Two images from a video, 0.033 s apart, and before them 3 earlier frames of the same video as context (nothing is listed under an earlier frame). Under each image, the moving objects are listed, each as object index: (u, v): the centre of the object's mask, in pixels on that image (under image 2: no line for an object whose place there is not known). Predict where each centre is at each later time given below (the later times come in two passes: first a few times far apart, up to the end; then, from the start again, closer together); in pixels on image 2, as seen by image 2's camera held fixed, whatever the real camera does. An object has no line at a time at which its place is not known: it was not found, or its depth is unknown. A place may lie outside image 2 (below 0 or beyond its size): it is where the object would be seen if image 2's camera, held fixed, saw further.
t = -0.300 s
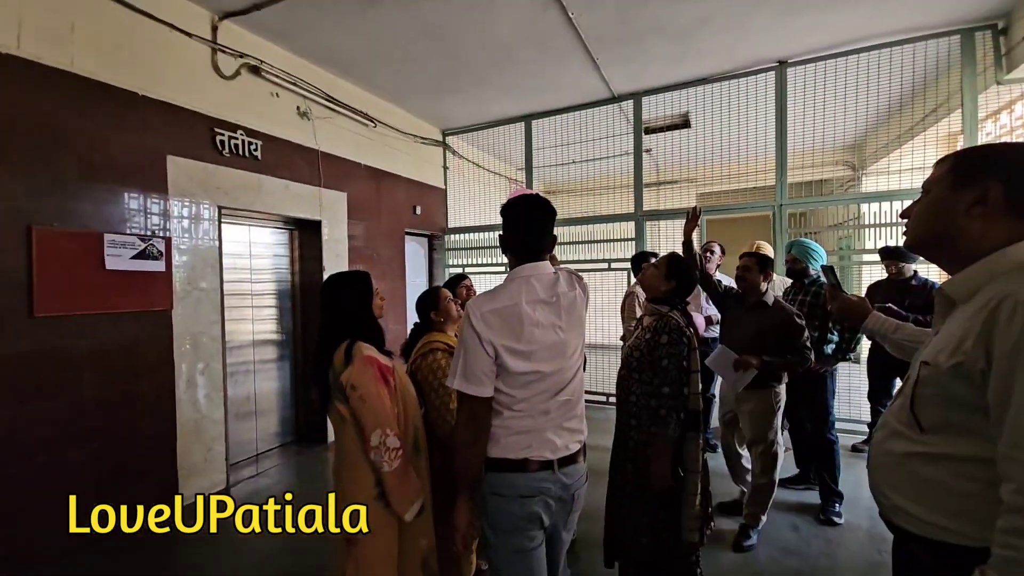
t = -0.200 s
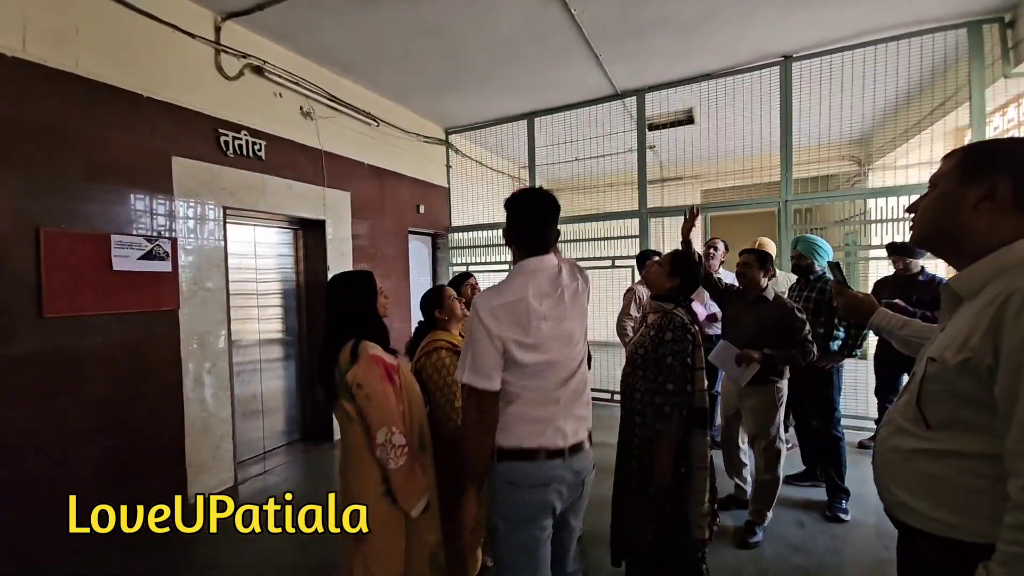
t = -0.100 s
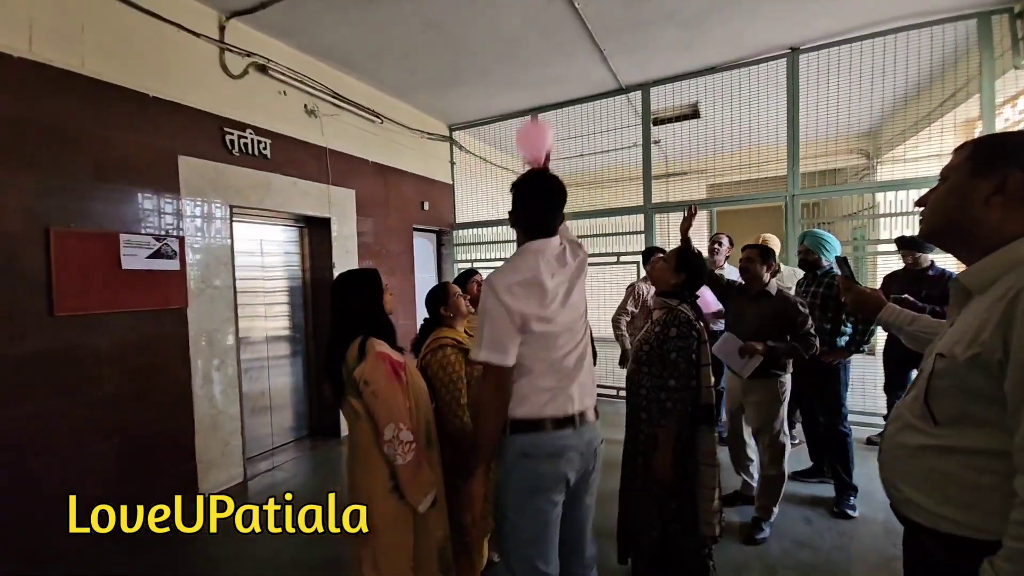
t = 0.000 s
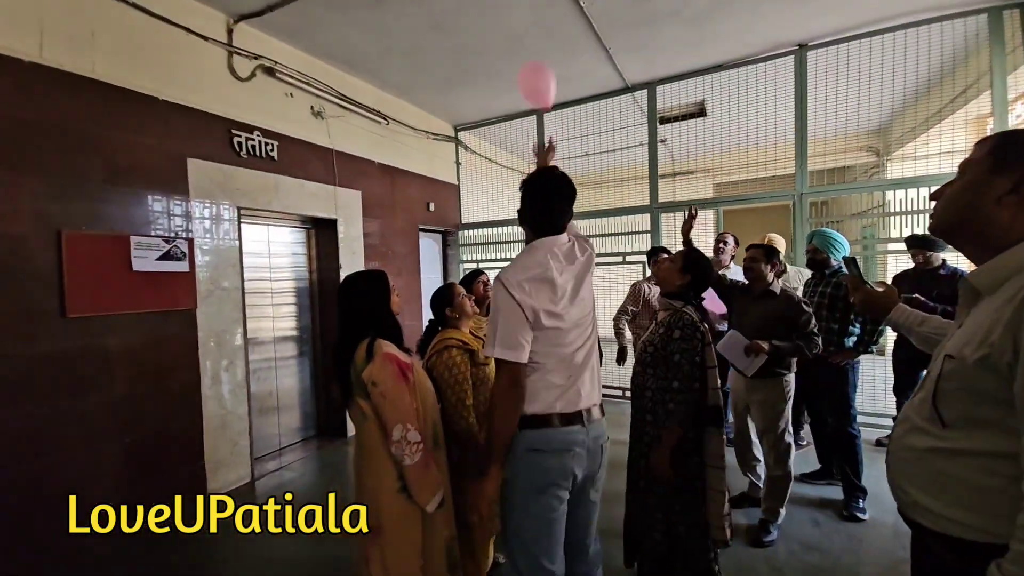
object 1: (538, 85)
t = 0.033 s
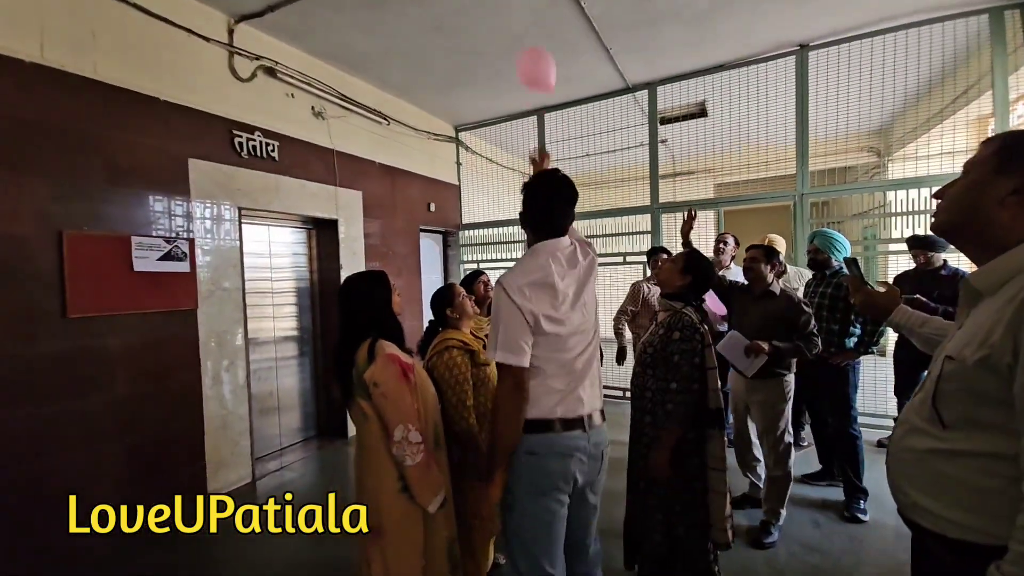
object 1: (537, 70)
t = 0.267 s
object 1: (527, 11)
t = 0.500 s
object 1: (523, -4)
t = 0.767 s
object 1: (520, 1)
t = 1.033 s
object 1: (519, 40)
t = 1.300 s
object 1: (517, 89)
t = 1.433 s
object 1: (519, 115)
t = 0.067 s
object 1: (535, 56)
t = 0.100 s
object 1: (534, 46)
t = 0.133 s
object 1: (532, 36)
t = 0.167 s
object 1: (531, 29)
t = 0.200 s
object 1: (530, 21)
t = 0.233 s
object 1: (528, 16)
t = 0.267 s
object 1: (527, 11)
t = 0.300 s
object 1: (527, 7)
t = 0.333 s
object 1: (527, 3)
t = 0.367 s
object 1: (526, 1)
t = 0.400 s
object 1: (525, -1)
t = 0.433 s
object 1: (524, -2)
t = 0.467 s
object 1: (524, -4)
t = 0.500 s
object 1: (523, -4)
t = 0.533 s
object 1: (522, -5)
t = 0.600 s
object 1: (521, -5)
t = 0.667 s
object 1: (520, -5)
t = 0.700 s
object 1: (520, -3)
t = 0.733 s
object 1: (521, -1)
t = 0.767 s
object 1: (520, 1)
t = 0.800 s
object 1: (520, 6)
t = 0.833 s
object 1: (520, 11)
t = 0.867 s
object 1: (520, 14)
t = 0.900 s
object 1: (519, 18)
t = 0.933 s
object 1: (520, 23)
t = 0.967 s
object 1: (519, 29)
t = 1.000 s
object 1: (519, 34)
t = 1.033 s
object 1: (519, 40)
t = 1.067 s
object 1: (518, 45)
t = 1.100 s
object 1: (518, 51)
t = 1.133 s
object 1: (518, 56)
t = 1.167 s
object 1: (518, 63)
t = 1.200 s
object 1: (516, 69)
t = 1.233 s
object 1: (517, 76)
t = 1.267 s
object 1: (517, 82)
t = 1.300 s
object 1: (517, 89)
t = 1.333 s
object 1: (518, 96)
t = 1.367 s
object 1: (518, 102)
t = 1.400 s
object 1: (519, 109)
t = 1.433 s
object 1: (519, 115)
